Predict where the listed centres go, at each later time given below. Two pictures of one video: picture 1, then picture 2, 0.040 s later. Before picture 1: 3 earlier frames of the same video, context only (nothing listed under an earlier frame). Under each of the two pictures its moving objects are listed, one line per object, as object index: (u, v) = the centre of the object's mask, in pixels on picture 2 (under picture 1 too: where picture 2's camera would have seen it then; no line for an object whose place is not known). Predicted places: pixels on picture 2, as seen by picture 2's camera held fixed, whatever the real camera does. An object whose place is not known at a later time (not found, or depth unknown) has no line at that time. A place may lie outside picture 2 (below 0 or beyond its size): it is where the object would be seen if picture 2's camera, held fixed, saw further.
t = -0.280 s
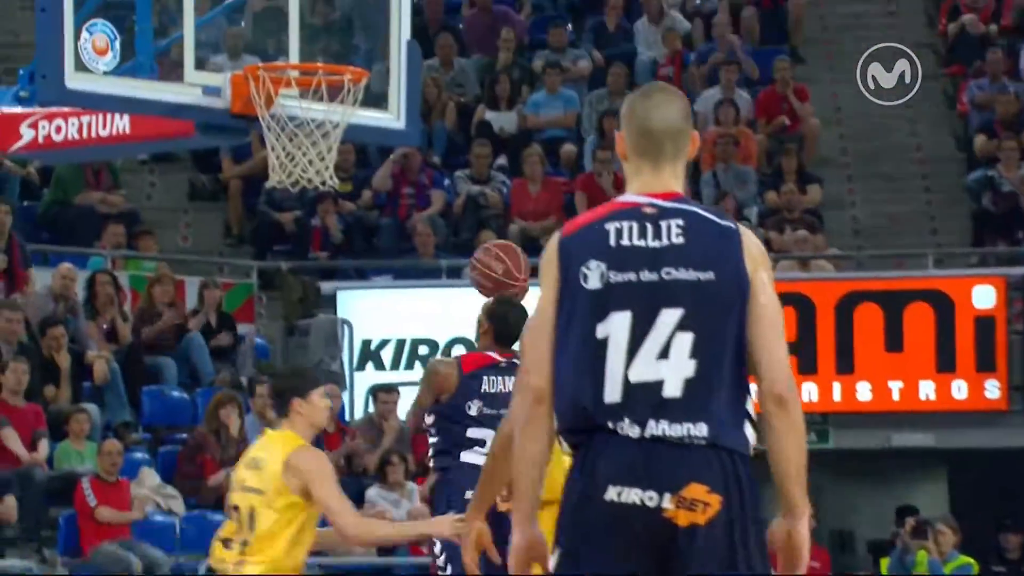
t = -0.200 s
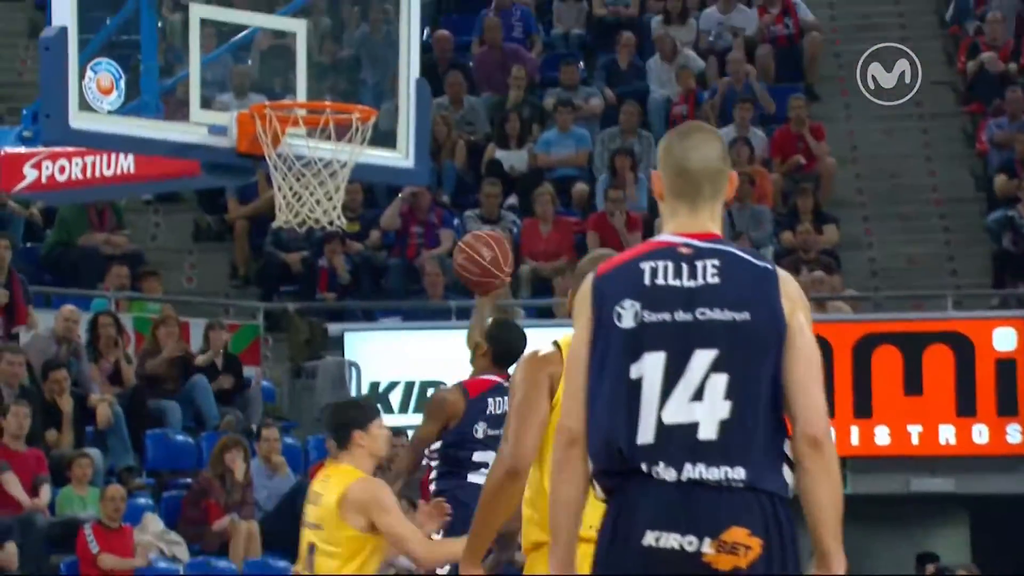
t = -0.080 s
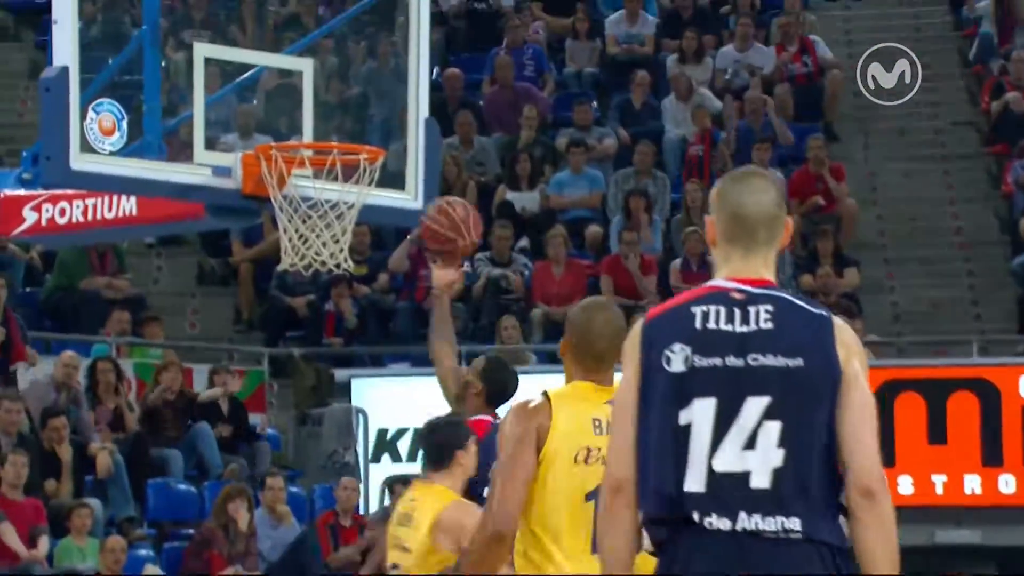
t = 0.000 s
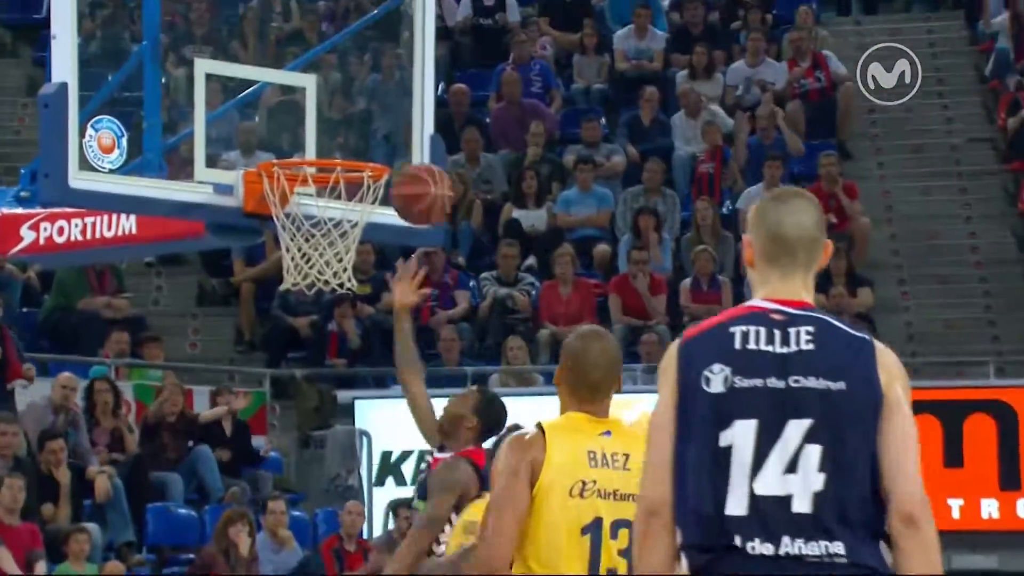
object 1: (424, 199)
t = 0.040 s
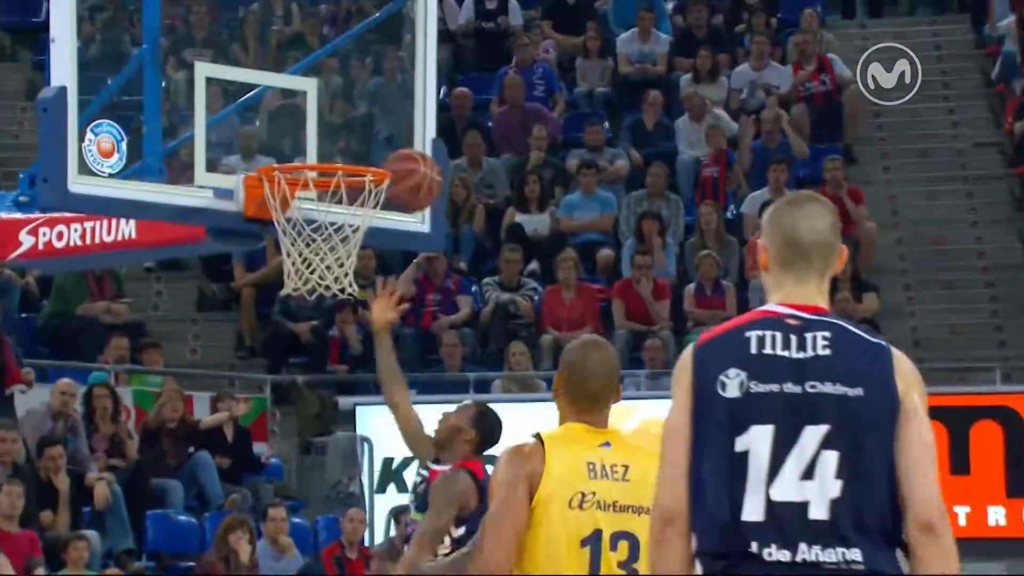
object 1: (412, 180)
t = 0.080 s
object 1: (395, 158)
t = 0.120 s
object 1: (376, 143)
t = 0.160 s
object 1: (358, 131)
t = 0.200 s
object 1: (344, 123)
